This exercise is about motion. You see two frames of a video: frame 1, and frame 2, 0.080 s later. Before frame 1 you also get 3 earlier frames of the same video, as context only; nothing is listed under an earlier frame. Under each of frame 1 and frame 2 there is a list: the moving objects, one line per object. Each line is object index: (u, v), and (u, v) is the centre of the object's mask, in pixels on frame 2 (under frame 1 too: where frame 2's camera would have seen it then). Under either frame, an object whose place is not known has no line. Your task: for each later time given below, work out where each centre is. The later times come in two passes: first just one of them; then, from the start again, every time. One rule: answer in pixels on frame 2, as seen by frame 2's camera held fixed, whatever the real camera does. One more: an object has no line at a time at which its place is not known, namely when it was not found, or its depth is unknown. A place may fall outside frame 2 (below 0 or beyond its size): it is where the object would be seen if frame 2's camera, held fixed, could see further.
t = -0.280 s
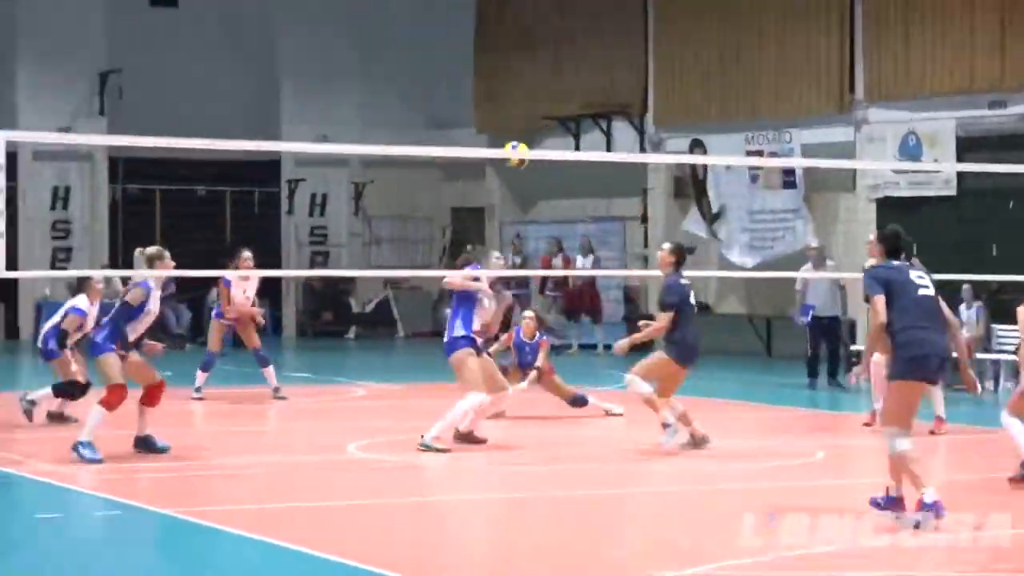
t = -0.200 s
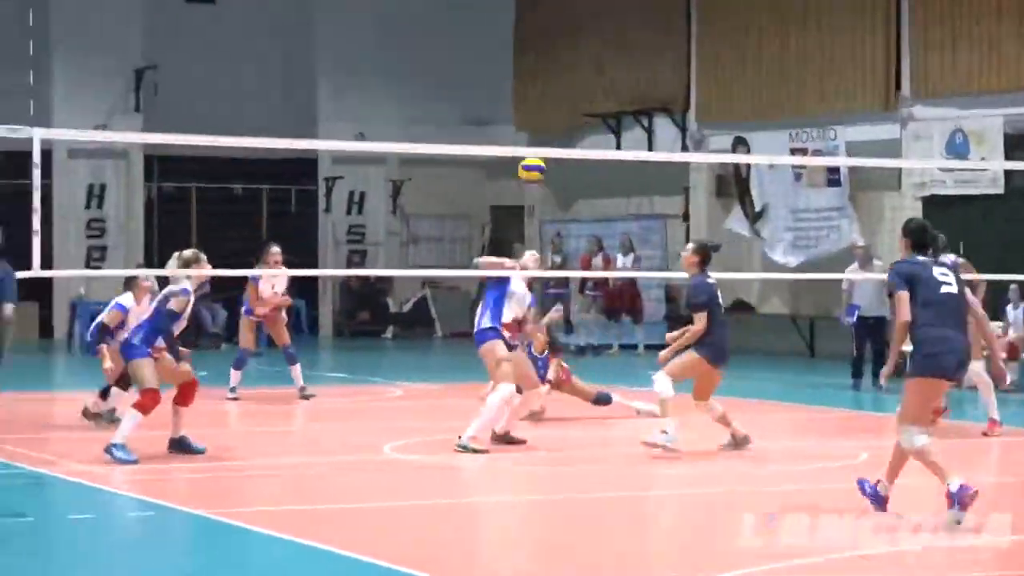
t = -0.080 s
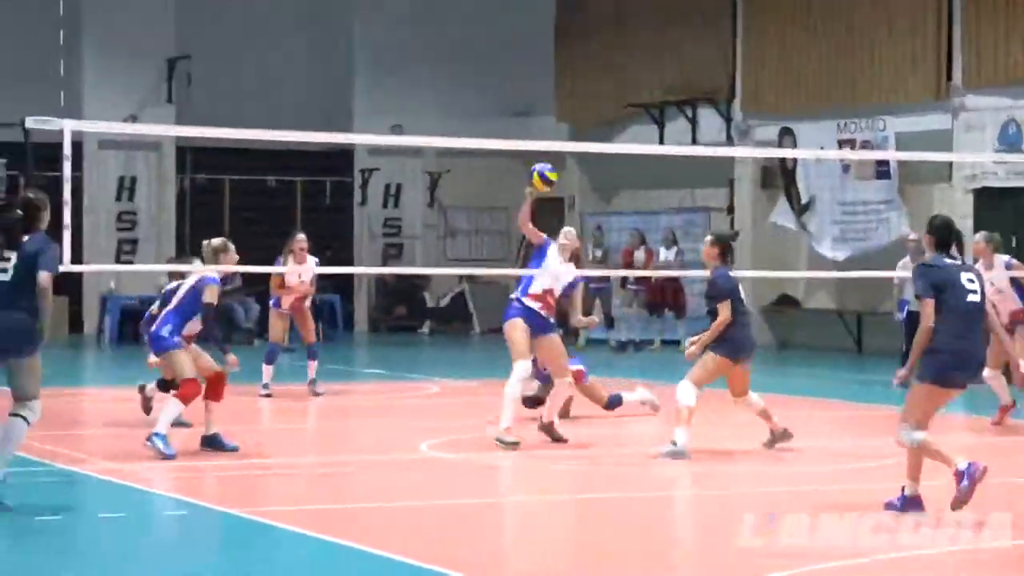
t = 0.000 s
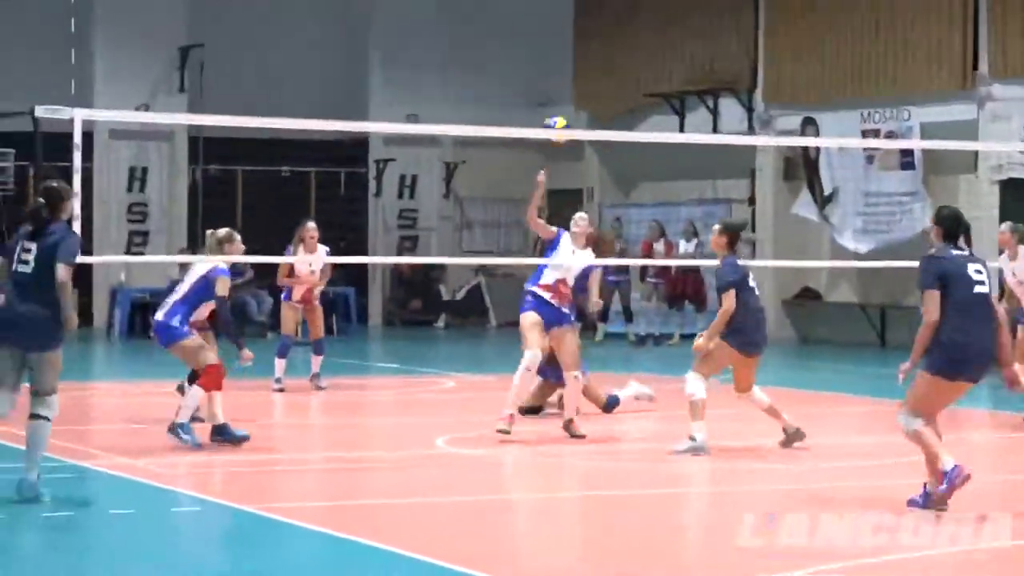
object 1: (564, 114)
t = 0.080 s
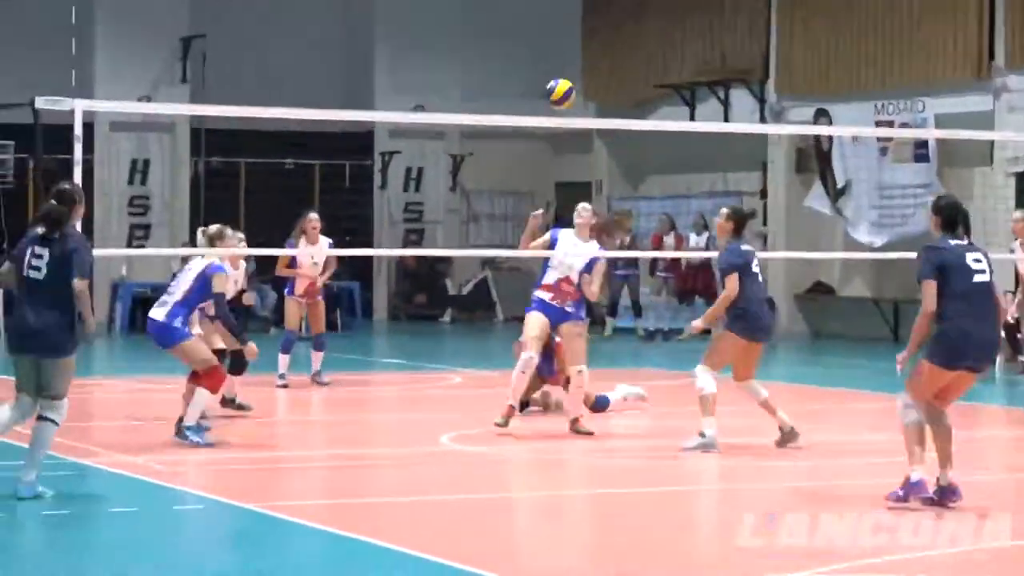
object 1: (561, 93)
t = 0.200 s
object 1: (554, 67)
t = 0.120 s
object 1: (559, 82)
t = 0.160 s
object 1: (557, 73)
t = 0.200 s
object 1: (554, 67)
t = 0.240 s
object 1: (551, 61)
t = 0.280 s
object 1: (549, 59)
